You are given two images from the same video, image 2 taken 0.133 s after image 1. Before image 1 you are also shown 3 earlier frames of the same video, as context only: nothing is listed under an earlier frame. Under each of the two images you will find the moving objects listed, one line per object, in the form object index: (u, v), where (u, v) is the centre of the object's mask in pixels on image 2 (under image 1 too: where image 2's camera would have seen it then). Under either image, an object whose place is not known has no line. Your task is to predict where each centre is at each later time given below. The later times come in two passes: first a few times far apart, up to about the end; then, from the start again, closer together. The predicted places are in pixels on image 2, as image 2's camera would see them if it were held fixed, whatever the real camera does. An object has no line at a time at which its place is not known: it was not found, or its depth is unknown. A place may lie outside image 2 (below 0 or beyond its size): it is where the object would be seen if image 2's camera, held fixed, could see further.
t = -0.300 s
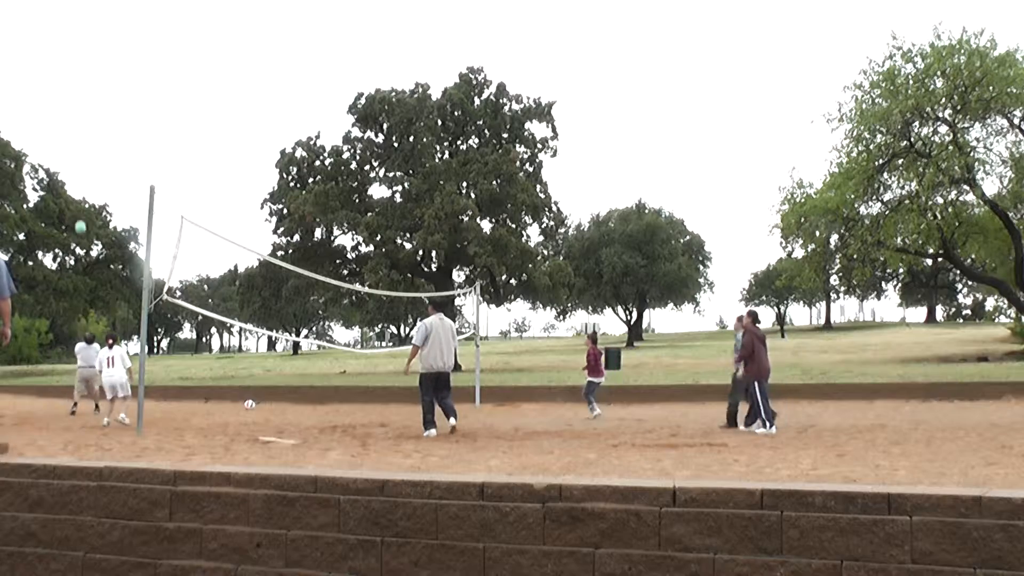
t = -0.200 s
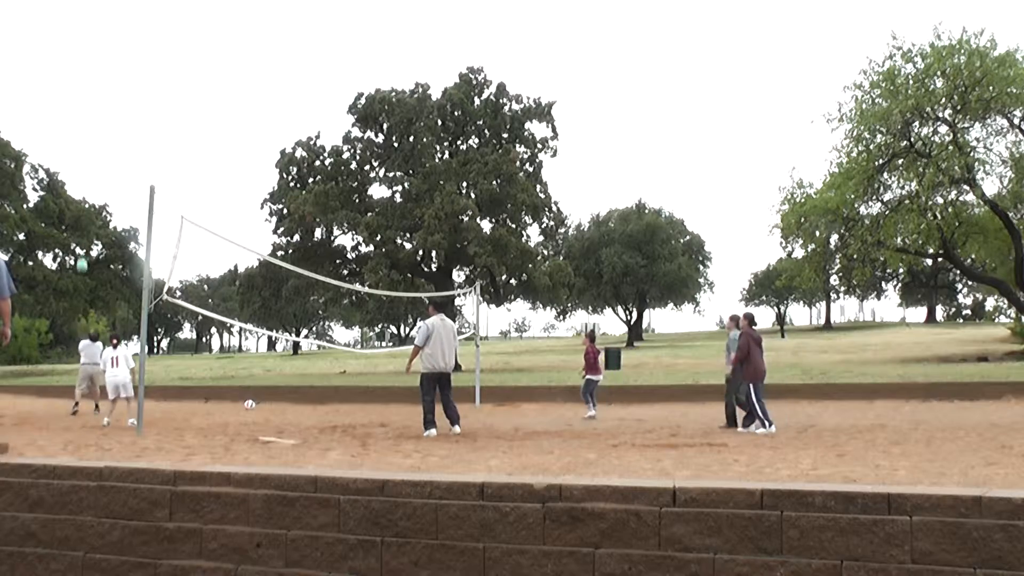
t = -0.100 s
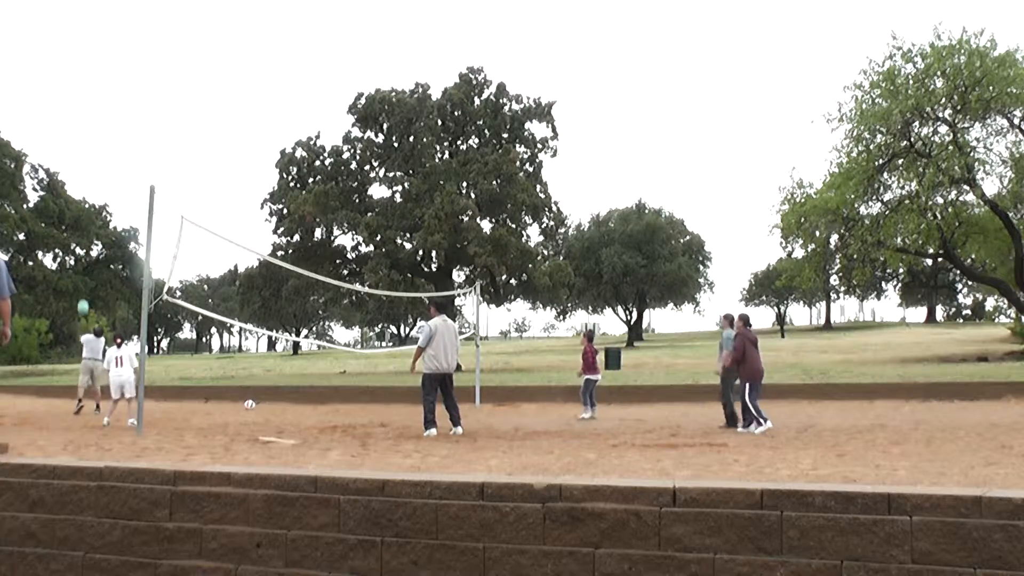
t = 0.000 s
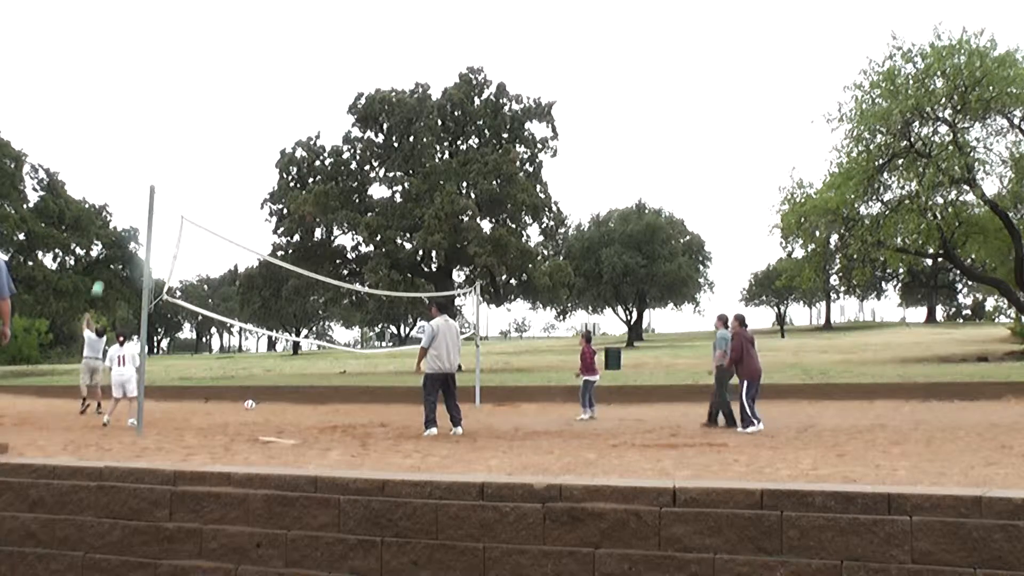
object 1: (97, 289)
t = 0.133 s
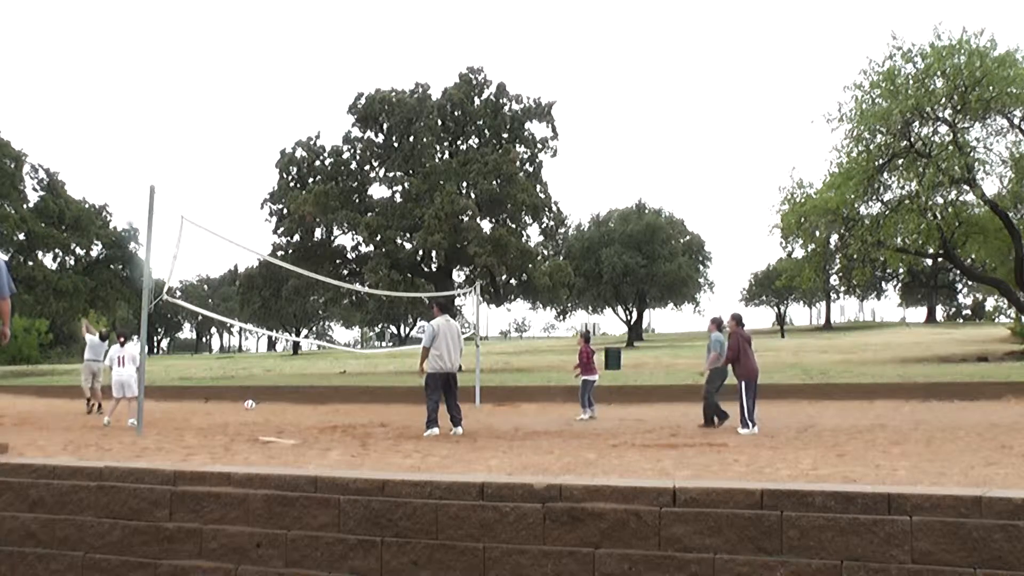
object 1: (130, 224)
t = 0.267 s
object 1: (164, 165)
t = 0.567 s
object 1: (252, 67)
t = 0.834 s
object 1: (344, 19)
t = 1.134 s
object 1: (463, 20)
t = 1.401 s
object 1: (584, 85)
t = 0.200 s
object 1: (146, 193)
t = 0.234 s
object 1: (155, 180)
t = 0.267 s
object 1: (164, 165)
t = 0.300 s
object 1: (173, 152)
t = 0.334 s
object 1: (182, 140)
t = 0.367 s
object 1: (191, 127)
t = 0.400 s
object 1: (200, 116)
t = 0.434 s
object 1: (210, 105)
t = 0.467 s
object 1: (220, 95)
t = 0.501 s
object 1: (230, 84)
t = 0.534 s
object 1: (241, 75)
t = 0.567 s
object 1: (252, 67)
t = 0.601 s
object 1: (262, 59)
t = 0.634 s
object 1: (273, 51)
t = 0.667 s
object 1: (285, 44)
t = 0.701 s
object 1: (296, 38)
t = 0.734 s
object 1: (308, 32)
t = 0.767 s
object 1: (320, 27)
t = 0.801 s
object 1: (332, 22)
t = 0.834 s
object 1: (344, 19)
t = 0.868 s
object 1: (356, 16)
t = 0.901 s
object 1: (369, 14)
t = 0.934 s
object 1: (382, 12)
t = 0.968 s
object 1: (394, 11)
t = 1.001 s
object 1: (408, 11)
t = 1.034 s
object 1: (421, 12)
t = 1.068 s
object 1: (435, 14)
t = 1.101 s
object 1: (449, 17)
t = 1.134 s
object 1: (463, 20)
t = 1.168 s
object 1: (477, 25)
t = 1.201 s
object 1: (492, 30)
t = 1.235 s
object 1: (507, 36)
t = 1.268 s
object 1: (522, 44)
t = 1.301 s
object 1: (537, 53)
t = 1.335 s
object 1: (552, 62)
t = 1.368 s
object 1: (568, 73)
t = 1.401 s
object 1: (584, 85)
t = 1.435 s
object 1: (600, 98)
